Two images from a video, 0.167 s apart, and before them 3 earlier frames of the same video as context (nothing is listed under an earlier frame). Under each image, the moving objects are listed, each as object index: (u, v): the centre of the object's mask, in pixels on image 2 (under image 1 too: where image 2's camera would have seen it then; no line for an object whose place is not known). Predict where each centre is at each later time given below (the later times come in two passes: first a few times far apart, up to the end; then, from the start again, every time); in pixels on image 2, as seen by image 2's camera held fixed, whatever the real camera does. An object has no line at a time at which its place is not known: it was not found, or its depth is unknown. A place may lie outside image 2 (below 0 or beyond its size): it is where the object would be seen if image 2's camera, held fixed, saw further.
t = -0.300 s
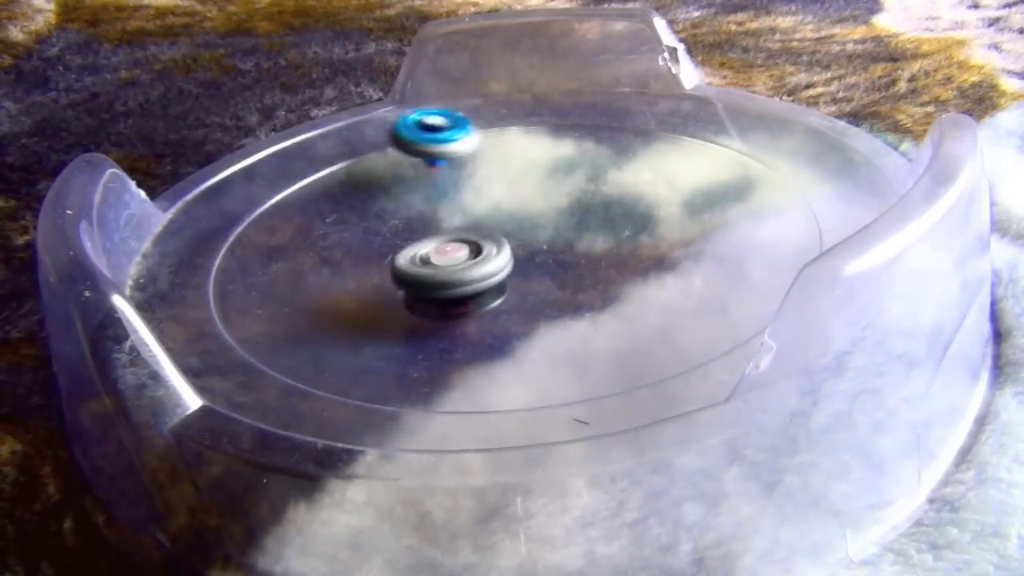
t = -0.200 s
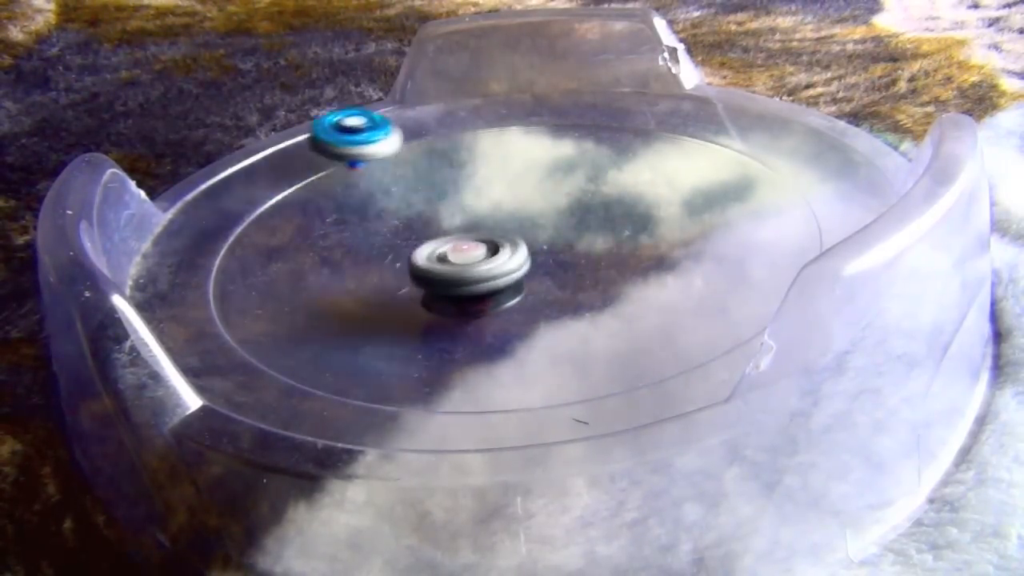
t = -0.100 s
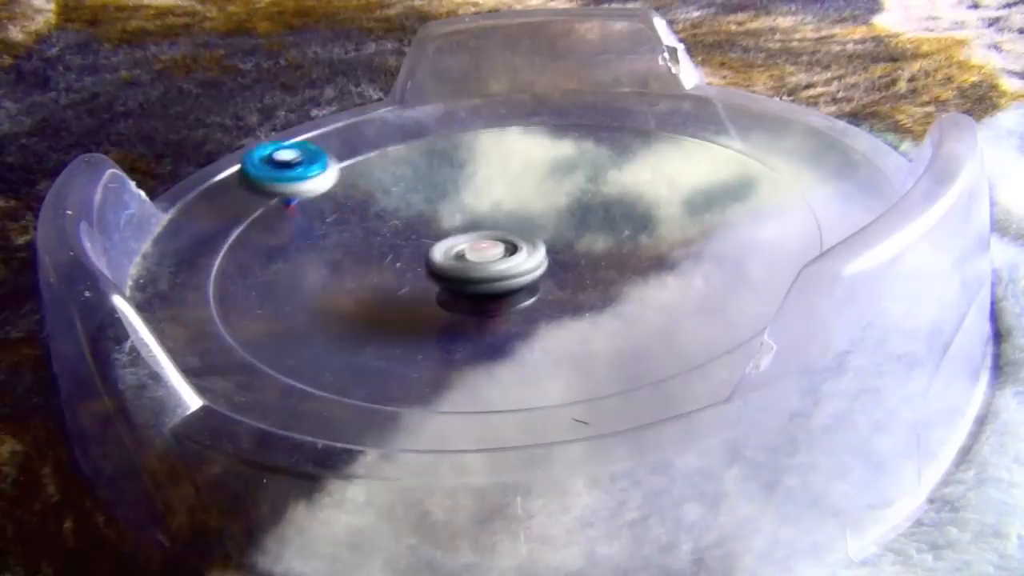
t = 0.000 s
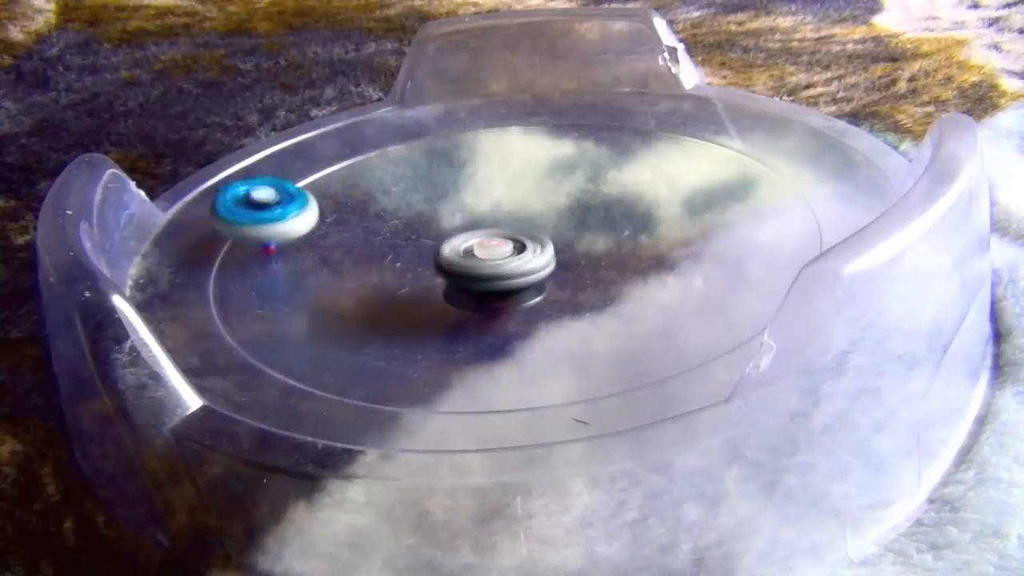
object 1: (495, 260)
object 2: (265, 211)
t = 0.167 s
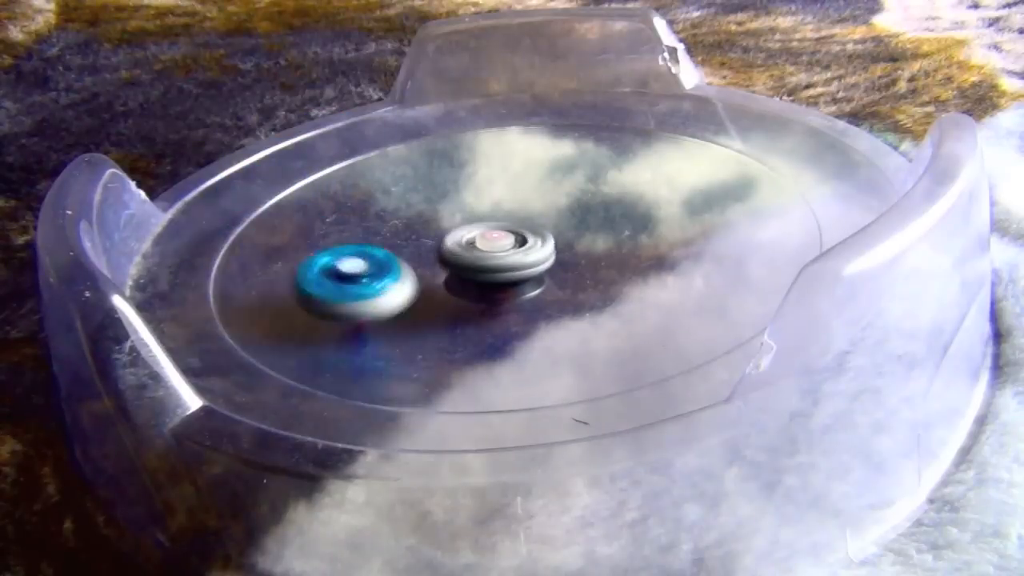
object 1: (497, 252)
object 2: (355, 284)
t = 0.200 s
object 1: (495, 251)
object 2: (392, 291)
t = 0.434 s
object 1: (494, 230)
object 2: (621, 262)
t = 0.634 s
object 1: (466, 227)
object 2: (646, 180)
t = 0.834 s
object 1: (465, 229)
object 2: (506, 164)
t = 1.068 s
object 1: (539, 260)
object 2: (319, 195)
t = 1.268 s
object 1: (591, 253)
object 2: (254, 267)
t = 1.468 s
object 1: (579, 243)
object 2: (416, 321)
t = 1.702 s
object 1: (541, 227)
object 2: (623, 267)
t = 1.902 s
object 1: (499, 229)
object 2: (605, 195)
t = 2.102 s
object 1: (466, 234)
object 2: (458, 180)
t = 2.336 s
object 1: (460, 236)
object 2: (340, 250)
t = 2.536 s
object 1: (469, 236)
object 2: (446, 307)
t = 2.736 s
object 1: (479, 233)
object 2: (606, 262)
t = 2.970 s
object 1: (484, 230)
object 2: (556, 188)
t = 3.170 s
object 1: (476, 237)
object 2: (425, 179)
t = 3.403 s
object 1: (490, 239)
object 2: (368, 256)
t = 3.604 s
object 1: (541, 227)
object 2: (424, 319)
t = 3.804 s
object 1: (531, 228)
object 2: (599, 288)
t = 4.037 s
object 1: (471, 230)
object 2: (616, 213)
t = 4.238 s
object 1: (458, 236)
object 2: (491, 189)
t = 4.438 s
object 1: (446, 280)
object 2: (372, 156)
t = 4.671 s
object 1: (472, 272)
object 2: (266, 193)
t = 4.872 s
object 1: (493, 255)
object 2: (335, 264)
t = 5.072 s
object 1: (595, 207)
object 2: (393, 298)
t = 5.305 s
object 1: (573, 153)
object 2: (579, 273)
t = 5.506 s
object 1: (534, 168)
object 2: (610, 209)
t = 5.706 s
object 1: (407, 137)
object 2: (612, 224)
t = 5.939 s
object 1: (360, 183)
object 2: (490, 242)
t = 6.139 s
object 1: (375, 218)
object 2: (425, 283)
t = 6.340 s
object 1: (412, 250)
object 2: (478, 304)
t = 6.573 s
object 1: (435, 251)
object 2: (549, 267)
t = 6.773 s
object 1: (363, 244)
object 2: (603, 209)
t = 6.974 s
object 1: (357, 241)
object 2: (549, 177)
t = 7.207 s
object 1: (393, 239)
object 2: (456, 203)
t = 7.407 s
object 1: (419, 266)
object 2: (521, 189)
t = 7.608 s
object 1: (515, 265)
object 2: (544, 204)
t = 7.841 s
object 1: (520, 293)
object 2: (612, 171)
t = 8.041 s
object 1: (517, 296)
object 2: (600, 142)
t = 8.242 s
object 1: (491, 277)
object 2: (541, 181)
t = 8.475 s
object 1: (403, 243)
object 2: (515, 210)
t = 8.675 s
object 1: (359, 223)
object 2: (508, 241)
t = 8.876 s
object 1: (381, 216)
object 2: (492, 271)
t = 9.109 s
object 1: (484, 217)
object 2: (500, 291)
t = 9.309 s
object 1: (580, 225)
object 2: (498, 273)
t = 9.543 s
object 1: (589, 239)
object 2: (461, 244)
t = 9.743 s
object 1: (512, 261)
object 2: (425, 226)
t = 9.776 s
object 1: (493, 263)
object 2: (418, 223)
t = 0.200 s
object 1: (495, 251)
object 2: (392, 291)
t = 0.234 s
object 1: (500, 246)
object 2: (420, 298)
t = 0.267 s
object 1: (506, 242)
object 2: (453, 301)
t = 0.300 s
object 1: (507, 234)
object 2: (491, 300)
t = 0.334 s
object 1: (506, 231)
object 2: (528, 295)
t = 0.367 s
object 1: (501, 231)
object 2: (564, 287)
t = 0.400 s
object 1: (498, 230)
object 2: (595, 275)
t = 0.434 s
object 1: (494, 230)
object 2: (621, 262)
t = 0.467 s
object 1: (488, 228)
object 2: (641, 248)
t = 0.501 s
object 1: (484, 227)
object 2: (656, 234)
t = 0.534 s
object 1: (478, 228)
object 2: (664, 219)
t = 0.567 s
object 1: (473, 227)
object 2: (664, 205)
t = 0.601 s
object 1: (471, 227)
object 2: (658, 191)
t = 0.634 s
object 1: (466, 227)
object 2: (646, 180)
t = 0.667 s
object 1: (464, 227)
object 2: (628, 170)
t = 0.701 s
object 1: (463, 229)
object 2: (609, 163)
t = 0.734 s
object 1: (462, 228)
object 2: (586, 160)
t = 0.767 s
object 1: (463, 228)
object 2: (562, 159)
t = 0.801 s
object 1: (463, 230)
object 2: (534, 160)
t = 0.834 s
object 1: (465, 229)
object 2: (506, 164)
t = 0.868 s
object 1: (468, 229)
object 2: (477, 169)
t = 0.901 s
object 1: (471, 231)
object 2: (452, 176)
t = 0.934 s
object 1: (474, 230)
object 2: (426, 185)
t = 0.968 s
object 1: (481, 234)
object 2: (406, 197)
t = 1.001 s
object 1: (503, 246)
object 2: (375, 191)
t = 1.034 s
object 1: (521, 253)
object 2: (344, 190)
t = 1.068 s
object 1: (539, 260)
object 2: (319, 195)
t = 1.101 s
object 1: (552, 262)
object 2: (299, 204)
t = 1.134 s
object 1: (563, 263)
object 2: (279, 216)
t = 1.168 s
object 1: (574, 262)
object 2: (265, 228)
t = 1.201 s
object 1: (582, 260)
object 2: (255, 240)
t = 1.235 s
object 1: (587, 255)
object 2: (250, 254)
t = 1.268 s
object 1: (591, 253)
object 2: (254, 267)
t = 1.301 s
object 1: (592, 251)
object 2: (265, 280)
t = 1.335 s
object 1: (591, 249)
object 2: (281, 293)
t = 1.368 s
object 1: (590, 248)
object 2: (306, 304)
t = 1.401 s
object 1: (587, 247)
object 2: (339, 313)
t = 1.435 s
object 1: (583, 245)
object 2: (376, 319)
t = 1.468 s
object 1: (579, 243)
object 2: (416, 321)
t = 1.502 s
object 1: (575, 243)
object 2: (457, 319)
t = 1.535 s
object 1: (570, 243)
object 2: (496, 313)
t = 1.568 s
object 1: (566, 241)
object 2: (532, 304)
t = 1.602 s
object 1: (563, 236)
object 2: (560, 298)
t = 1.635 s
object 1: (556, 231)
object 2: (583, 291)
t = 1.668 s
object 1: (548, 228)
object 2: (605, 280)
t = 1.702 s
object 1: (541, 227)
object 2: (623, 267)
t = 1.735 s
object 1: (535, 227)
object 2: (636, 253)
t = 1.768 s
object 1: (527, 227)
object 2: (641, 239)
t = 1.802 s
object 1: (520, 227)
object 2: (640, 227)
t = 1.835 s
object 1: (514, 227)
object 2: (633, 214)
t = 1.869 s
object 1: (507, 229)
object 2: (621, 204)
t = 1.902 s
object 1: (499, 229)
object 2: (605, 195)
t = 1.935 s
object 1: (494, 230)
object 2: (585, 187)
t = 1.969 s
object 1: (488, 231)
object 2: (563, 182)
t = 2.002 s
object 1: (481, 232)
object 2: (539, 179)
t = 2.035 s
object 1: (474, 232)
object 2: (513, 177)
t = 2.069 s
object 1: (470, 232)
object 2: (485, 178)
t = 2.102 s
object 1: (466, 234)
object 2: (458, 180)
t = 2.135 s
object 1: (463, 234)
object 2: (432, 184)
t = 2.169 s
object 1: (462, 235)
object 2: (406, 192)
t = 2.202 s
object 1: (462, 235)
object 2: (386, 201)
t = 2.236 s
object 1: (459, 236)
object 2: (369, 211)
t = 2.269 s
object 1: (458, 236)
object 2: (354, 223)
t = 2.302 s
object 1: (459, 236)
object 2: (344, 239)
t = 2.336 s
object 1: (460, 236)
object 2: (340, 250)
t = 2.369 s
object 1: (461, 237)
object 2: (345, 263)
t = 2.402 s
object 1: (463, 237)
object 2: (352, 276)
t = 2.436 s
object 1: (465, 236)
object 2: (366, 287)
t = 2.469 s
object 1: (467, 236)
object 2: (388, 297)
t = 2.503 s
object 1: (468, 237)
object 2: (414, 303)
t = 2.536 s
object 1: (469, 236)
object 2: (446, 307)
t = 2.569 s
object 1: (471, 235)
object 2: (479, 308)
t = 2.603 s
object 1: (473, 234)
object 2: (512, 302)
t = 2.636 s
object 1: (474, 235)
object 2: (543, 296)
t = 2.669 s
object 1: (476, 234)
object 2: (570, 286)
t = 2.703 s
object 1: (478, 232)
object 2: (591, 274)
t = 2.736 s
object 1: (479, 233)
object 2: (606, 262)
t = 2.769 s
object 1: (480, 233)
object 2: (614, 249)
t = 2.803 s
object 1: (481, 231)
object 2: (615, 237)
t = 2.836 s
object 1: (482, 230)
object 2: (611, 225)
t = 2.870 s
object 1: (483, 231)
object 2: (602, 214)
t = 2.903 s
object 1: (485, 231)
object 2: (588, 204)
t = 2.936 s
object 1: (485, 230)
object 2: (572, 196)
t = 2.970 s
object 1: (484, 230)
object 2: (556, 188)
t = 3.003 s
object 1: (479, 234)
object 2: (539, 180)
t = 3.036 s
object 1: (477, 236)
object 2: (517, 175)
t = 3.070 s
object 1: (475, 237)
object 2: (494, 172)
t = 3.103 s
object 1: (474, 236)
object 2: (469, 172)
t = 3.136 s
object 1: (475, 236)
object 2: (447, 174)
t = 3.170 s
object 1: (476, 237)
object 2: (425, 179)
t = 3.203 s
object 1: (478, 237)
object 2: (404, 186)
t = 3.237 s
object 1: (480, 238)
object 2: (385, 195)
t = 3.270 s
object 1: (482, 237)
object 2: (370, 206)
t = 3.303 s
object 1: (485, 238)
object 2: (360, 219)
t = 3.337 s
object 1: (488, 239)
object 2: (357, 231)
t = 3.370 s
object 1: (489, 239)
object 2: (359, 243)
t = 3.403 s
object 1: (490, 239)
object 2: (368, 256)
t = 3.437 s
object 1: (491, 239)
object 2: (380, 269)
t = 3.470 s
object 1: (503, 237)
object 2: (383, 280)
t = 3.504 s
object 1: (519, 233)
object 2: (373, 293)
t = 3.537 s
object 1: (530, 230)
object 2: (378, 304)
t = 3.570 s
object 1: (537, 228)
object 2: (397, 312)
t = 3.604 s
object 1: (541, 227)
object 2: (424, 319)
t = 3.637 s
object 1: (543, 227)
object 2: (455, 322)
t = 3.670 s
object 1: (543, 227)
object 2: (487, 321)
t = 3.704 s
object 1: (541, 228)
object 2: (521, 317)
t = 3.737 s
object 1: (538, 228)
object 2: (551, 310)
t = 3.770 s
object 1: (534, 229)
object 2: (578, 300)
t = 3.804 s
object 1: (531, 228)
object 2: (599, 288)
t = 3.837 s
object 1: (526, 230)
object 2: (614, 277)
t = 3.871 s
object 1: (522, 230)
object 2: (621, 264)
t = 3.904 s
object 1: (517, 231)
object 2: (624, 252)
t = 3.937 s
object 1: (505, 231)
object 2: (630, 241)
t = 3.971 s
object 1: (489, 230)
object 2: (633, 232)
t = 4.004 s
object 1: (478, 230)
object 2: (627, 222)
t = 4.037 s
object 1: (471, 230)
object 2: (616, 213)
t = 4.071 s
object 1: (466, 231)
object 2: (602, 206)
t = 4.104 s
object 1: (463, 231)
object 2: (583, 199)
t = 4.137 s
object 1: (461, 232)
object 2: (562, 195)
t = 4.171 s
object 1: (460, 233)
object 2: (540, 192)
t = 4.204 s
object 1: (459, 235)
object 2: (516, 190)
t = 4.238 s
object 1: (458, 236)
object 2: (491, 189)
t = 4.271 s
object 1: (456, 238)
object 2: (466, 191)
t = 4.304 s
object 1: (452, 246)
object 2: (443, 192)
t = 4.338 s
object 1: (450, 259)
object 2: (426, 175)
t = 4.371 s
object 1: (447, 270)
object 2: (410, 163)
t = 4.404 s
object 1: (445, 276)
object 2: (392, 158)
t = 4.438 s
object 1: (446, 280)
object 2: (372, 156)
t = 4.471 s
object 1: (446, 281)
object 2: (351, 158)
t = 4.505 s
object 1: (449, 282)
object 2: (331, 159)
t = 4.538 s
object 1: (454, 281)
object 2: (312, 162)
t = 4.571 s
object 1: (459, 280)
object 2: (294, 167)
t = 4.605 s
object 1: (464, 278)
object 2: (280, 174)
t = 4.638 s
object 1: (468, 275)
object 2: (270, 182)
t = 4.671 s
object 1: (472, 272)
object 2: (266, 193)
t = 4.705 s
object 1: (476, 270)
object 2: (265, 203)
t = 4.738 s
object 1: (480, 266)
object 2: (268, 216)
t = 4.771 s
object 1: (484, 263)
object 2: (278, 229)
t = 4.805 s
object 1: (487, 260)
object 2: (291, 241)
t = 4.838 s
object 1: (490, 257)
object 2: (312, 252)
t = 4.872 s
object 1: (493, 255)
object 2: (335, 264)
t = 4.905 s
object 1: (494, 253)
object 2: (359, 273)
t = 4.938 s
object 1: (500, 248)
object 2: (382, 281)
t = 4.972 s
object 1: (536, 242)
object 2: (366, 285)
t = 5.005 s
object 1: (564, 231)
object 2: (362, 290)
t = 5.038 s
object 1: (583, 219)
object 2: (372, 294)
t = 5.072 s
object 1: (595, 207)
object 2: (393, 298)
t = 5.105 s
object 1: (601, 192)
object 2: (420, 301)
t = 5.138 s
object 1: (602, 180)
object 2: (448, 302)
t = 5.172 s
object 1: (599, 168)
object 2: (479, 301)
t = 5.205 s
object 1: (594, 160)
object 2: (507, 297)
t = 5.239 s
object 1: (587, 155)
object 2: (534, 290)
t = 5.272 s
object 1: (580, 153)
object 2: (558, 282)
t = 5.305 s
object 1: (573, 153)
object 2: (579, 273)
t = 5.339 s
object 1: (566, 154)
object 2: (595, 262)
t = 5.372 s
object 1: (559, 156)
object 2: (606, 251)
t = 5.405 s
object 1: (553, 158)
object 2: (613, 240)
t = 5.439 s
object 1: (546, 161)
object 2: (617, 229)
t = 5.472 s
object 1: (540, 165)
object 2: (616, 218)
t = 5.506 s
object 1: (534, 168)
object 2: (610, 209)
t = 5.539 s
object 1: (516, 158)
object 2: (623, 211)
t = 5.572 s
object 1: (488, 149)
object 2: (634, 217)
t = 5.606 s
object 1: (470, 139)
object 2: (637, 223)
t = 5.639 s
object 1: (446, 133)
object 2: (633, 226)
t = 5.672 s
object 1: (426, 134)
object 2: (623, 225)
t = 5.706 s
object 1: (407, 137)
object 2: (612, 224)
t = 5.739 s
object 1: (391, 142)
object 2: (598, 223)
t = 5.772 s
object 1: (380, 149)
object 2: (582, 223)
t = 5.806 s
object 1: (372, 156)
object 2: (563, 225)
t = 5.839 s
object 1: (366, 162)
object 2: (544, 227)
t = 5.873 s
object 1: (363, 169)
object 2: (525, 232)
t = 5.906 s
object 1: (360, 176)
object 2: (507, 236)
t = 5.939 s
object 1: (360, 183)
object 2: (490, 242)
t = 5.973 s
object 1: (360, 189)
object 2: (474, 248)
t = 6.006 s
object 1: (361, 196)
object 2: (461, 255)
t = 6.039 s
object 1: (363, 201)
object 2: (448, 262)
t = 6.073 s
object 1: (367, 207)
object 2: (438, 269)
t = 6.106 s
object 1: (371, 212)
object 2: (430, 276)
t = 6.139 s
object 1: (375, 218)
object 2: (425, 283)
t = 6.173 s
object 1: (380, 222)
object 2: (423, 290)
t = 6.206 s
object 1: (385, 229)
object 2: (425, 297)
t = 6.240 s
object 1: (390, 235)
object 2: (433, 302)
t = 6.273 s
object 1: (396, 242)
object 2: (446, 305)
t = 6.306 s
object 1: (404, 246)
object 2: (461, 306)
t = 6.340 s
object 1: (412, 250)
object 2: (478, 304)
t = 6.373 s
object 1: (420, 253)
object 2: (494, 300)
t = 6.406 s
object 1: (421, 251)
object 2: (517, 298)
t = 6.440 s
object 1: (422, 249)
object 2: (532, 295)
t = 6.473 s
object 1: (424, 249)
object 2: (541, 290)
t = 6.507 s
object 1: (428, 250)
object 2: (547, 282)
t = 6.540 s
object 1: (433, 251)
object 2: (548, 274)
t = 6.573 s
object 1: (435, 251)
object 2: (549, 267)
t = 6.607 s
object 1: (433, 250)
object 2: (554, 259)
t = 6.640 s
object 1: (432, 249)
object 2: (551, 251)
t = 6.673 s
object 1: (425, 249)
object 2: (558, 241)
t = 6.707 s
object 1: (394, 247)
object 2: (586, 229)
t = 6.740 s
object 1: (373, 246)
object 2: (599, 219)
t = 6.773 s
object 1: (363, 244)
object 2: (603, 209)
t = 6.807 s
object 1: (358, 244)
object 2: (600, 201)
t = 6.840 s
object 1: (357, 242)
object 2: (594, 193)
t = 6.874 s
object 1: (356, 242)
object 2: (586, 187)
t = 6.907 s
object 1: (356, 242)
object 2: (576, 182)
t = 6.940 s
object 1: (356, 241)
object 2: (563, 178)
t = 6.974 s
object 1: (357, 241)
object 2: (549, 177)
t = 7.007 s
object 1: (359, 241)
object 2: (533, 177)
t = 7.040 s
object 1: (362, 240)
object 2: (517, 179)
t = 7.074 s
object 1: (366, 239)
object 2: (500, 182)
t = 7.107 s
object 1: (370, 240)
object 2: (484, 187)
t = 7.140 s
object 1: (377, 240)
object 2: (470, 193)
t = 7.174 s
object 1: (384, 240)
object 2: (460, 199)
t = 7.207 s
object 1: (393, 239)
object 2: (456, 203)
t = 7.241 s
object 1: (385, 245)
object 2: (469, 196)
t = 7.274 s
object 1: (377, 254)
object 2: (489, 190)
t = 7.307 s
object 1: (378, 258)
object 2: (503, 187)
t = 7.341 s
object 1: (388, 261)
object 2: (512, 188)
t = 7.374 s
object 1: (400, 264)
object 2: (517, 189)
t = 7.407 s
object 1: (419, 266)
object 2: (521, 189)
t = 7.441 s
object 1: (435, 266)
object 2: (525, 190)
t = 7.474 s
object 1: (452, 267)
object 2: (527, 191)
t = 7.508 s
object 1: (471, 268)
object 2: (529, 194)
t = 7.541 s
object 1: (487, 265)
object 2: (533, 197)
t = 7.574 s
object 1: (502, 264)
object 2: (539, 200)
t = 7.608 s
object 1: (515, 265)
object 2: (544, 204)
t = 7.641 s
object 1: (528, 261)
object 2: (551, 204)
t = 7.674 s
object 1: (538, 259)
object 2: (557, 206)
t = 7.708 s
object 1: (547, 259)
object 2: (564, 209)
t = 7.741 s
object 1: (537, 269)
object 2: (583, 201)
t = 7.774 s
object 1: (526, 281)
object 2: (600, 188)
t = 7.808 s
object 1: (522, 290)
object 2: (608, 178)
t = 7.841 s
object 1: (520, 293)
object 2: (612, 171)
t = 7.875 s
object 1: (522, 298)
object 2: (615, 163)
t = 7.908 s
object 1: (523, 299)
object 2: (616, 157)
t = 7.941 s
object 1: (522, 300)
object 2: (615, 151)
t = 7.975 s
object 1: (520, 300)
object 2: (614, 146)
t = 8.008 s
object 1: (518, 298)
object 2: (608, 143)
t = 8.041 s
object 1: (517, 296)
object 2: (600, 142)
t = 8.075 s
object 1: (517, 294)
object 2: (589, 144)
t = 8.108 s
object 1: (515, 292)
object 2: (578, 149)
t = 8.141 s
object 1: (513, 290)
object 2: (569, 156)
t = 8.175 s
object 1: (506, 287)
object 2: (559, 163)
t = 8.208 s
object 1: (497, 282)
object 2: (549, 172)
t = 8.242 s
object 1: (491, 277)
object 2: (541, 181)
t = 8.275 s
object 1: (481, 270)
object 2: (532, 189)
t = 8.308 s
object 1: (476, 263)
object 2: (523, 198)
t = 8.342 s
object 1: (466, 254)
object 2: (515, 206)
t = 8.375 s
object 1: (455, 248)
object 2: (512, 208)
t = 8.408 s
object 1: (436, 245)
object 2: (513, 209)
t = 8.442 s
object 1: (415, 245)
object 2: (515, 209)
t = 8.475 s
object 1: (403, 243)
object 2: (515, 210)
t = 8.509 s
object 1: (393, 240)
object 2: (508, 216)
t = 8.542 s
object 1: (389, 237)
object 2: (498, 222)
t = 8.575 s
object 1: (384, 233)
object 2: (491, 227)
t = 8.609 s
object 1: (375, 231)
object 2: (498, 233)
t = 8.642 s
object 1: (365, 226)
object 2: (506, 237)
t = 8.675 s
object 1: (359, 223)
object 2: (508, 241)
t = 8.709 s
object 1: (357, 220)
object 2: (505, 246)
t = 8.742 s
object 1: (360, 218)
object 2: (501, 252)
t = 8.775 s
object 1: (361, 216)
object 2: (498, 256)
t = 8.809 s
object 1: (367, 216)
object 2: (496, 261)
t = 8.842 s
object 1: (373, 214)
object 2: (494, 266)
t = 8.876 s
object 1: (381, 216)
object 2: (492, 271)
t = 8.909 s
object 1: (390, 214)
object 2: (490, 275)
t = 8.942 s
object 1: (403, 217)
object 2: (489, 279)
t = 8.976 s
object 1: (415, 214)
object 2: (489, 283)
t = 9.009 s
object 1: (431, 218)
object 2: (490, 287)
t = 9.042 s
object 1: (448, 215)
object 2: (491, 290)
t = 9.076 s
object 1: (467, 218)
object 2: (496, 291)
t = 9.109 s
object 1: (484, 217)
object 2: (500, 291)
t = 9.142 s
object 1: (501, 218)
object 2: (503, 291)
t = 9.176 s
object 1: (518, 217)
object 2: (506, 288)
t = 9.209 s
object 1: (536, 217)
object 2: (507, 284)
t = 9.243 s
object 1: (551, 216)
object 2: (506, 280)
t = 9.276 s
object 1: (568, 221)
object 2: (503, 277)
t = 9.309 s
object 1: (580, 225)
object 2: (498, 273)
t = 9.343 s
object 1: (587, 227)
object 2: (493, 269)
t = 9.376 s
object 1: (592, 224)
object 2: (489, 265)
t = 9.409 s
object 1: (596, 226)
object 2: (482, 260)
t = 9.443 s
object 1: (595, 229)
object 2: (478, 257)
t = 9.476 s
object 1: (597, 232)
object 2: (471, 252)
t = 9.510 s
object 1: (592, 236)
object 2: (466, 249)
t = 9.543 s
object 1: (589, 239)
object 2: (461, 244)
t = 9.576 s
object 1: (581, 244)
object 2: (454, 241)
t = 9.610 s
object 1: (572, 248)
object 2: (449, 237)
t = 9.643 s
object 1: (559, 252)
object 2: (443, 234)
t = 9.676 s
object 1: (545, 255)
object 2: (437, 231)
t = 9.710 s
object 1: (528, 259)
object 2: (431, 228)
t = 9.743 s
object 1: (512, 261)
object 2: (425, 226)
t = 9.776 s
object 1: (493, 263)
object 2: (418, 223)
